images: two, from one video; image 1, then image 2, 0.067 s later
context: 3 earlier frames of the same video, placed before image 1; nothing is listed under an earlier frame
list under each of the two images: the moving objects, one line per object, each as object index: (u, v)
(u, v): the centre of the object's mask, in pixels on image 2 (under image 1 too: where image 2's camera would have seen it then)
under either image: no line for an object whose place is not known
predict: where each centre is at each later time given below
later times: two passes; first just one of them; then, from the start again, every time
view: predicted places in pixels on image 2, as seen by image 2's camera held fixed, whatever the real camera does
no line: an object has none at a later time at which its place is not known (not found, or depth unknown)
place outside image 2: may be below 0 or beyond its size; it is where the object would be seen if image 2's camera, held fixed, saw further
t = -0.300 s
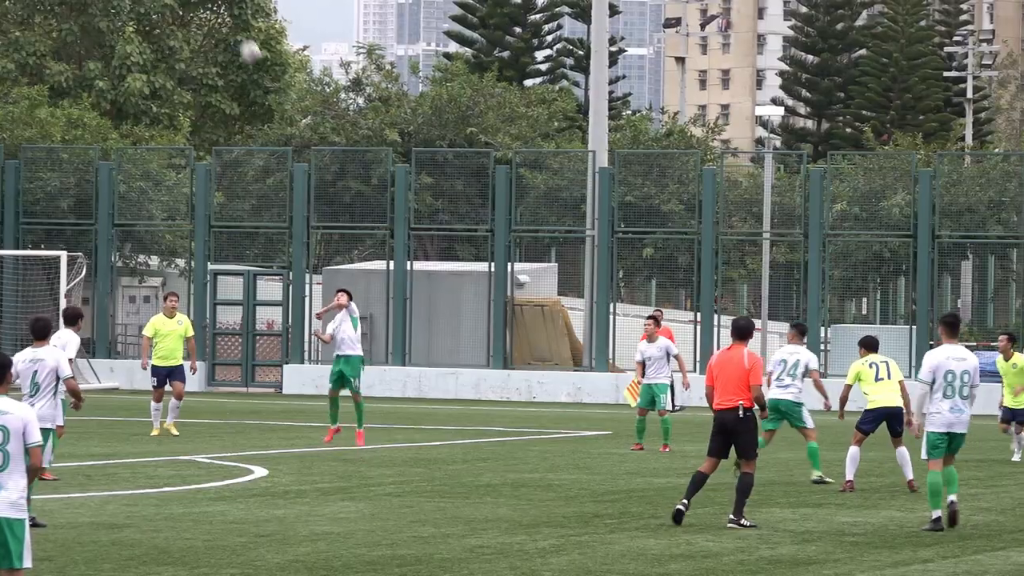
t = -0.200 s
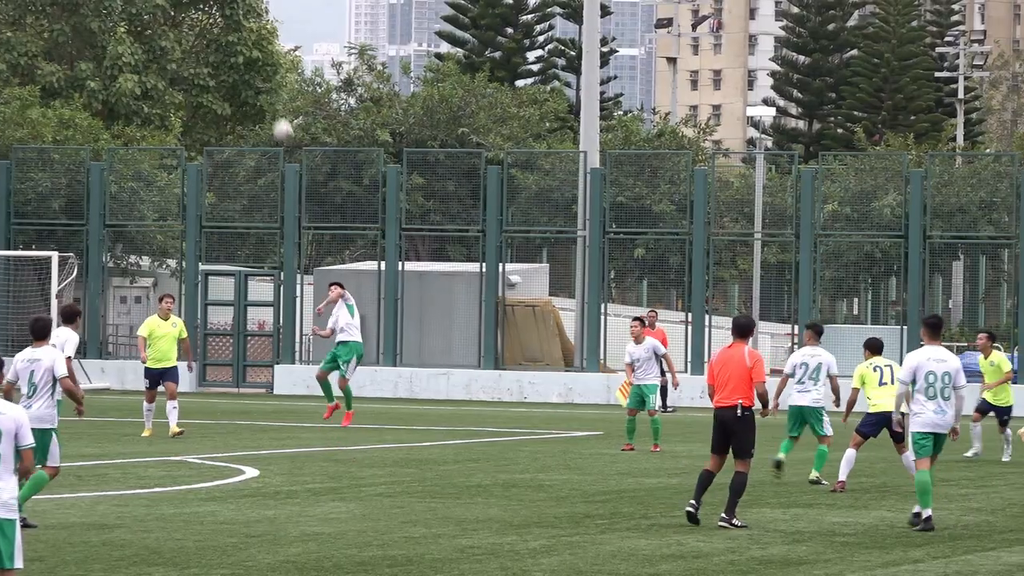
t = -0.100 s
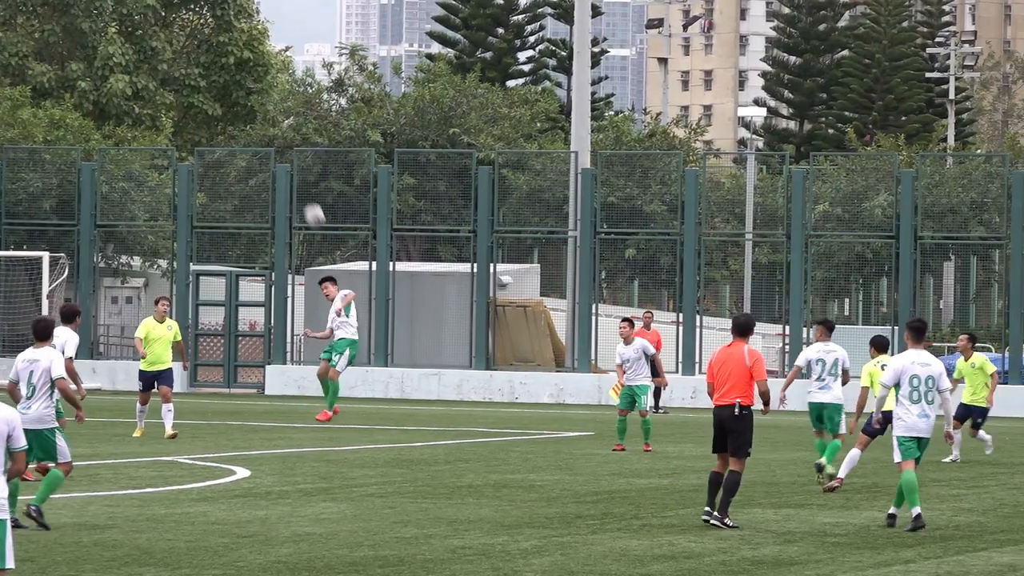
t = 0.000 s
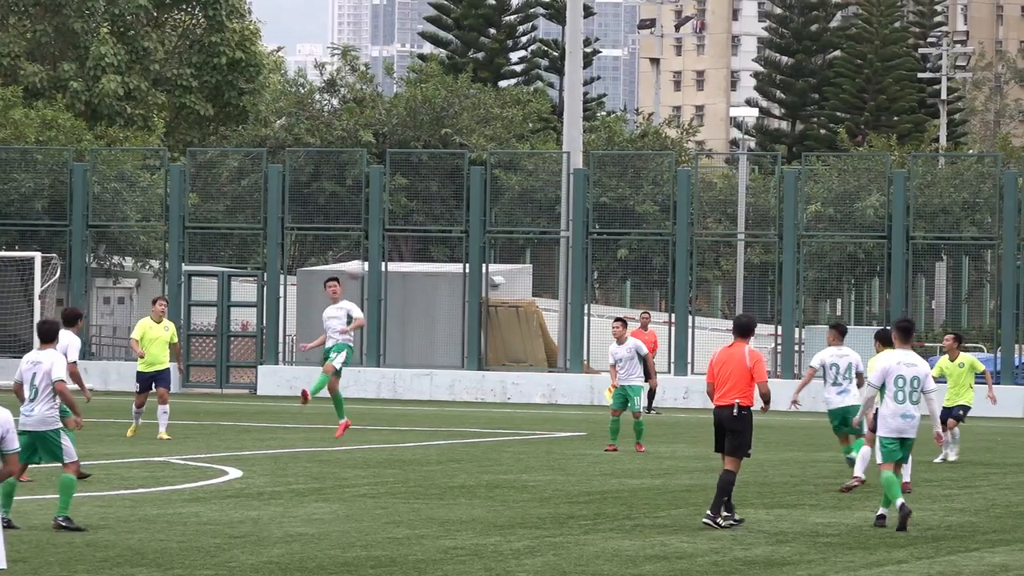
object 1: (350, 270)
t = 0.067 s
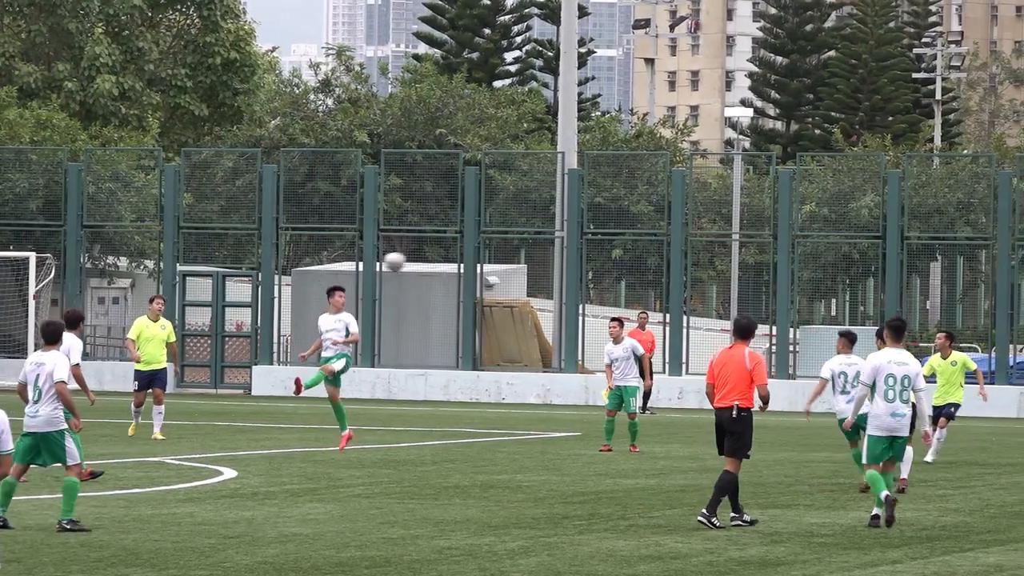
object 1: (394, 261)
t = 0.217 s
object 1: (495, 258)
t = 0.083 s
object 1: (406, 259)
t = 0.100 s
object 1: (417, 258)
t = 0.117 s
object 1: (428, 257)
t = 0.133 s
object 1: (439, 257)
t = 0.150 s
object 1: (451, 257)
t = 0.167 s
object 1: (461, 256)
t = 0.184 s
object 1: (473, 256)
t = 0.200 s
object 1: (485, 257)
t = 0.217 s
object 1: (495, 258)
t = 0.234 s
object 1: (507, 259)
